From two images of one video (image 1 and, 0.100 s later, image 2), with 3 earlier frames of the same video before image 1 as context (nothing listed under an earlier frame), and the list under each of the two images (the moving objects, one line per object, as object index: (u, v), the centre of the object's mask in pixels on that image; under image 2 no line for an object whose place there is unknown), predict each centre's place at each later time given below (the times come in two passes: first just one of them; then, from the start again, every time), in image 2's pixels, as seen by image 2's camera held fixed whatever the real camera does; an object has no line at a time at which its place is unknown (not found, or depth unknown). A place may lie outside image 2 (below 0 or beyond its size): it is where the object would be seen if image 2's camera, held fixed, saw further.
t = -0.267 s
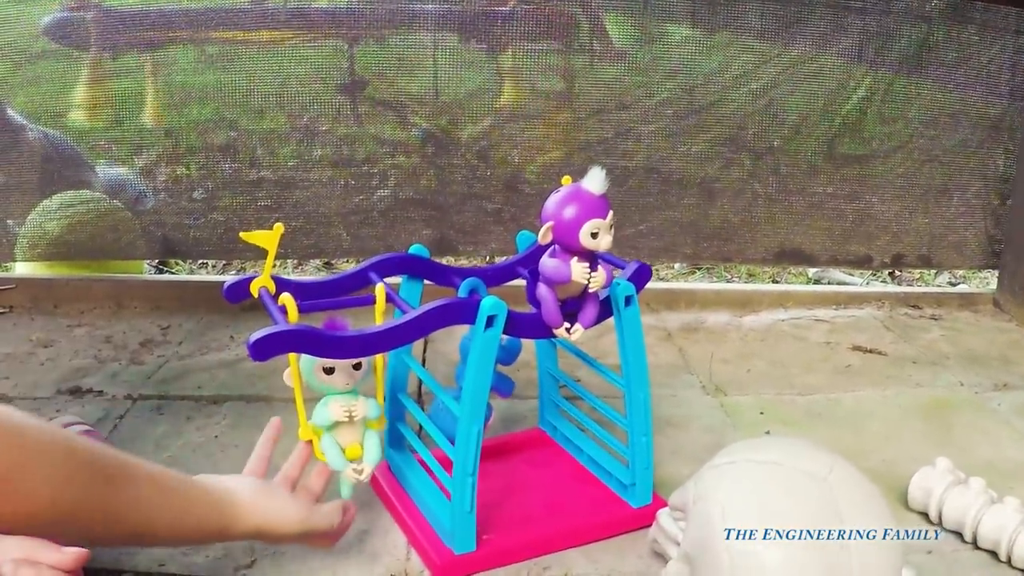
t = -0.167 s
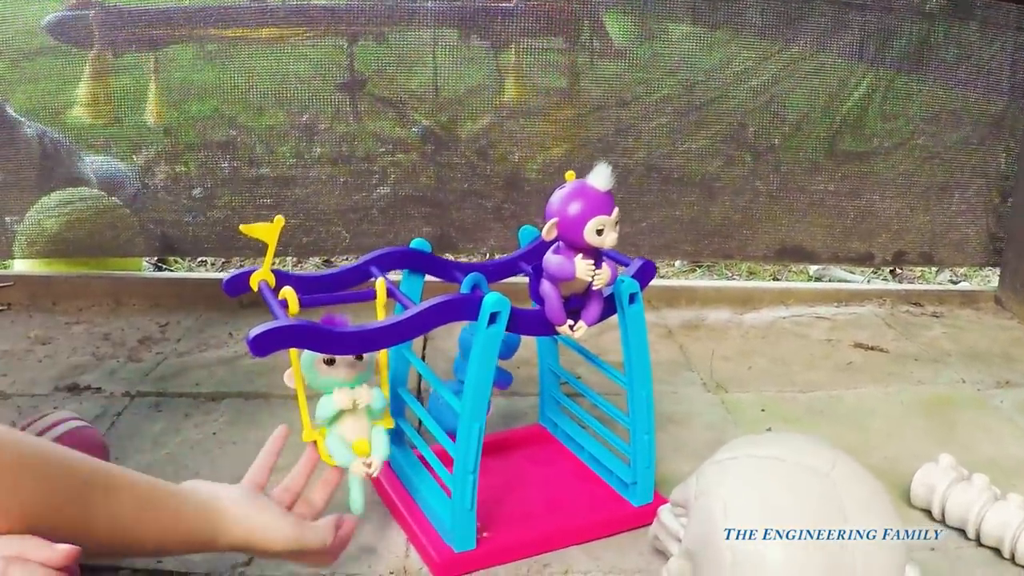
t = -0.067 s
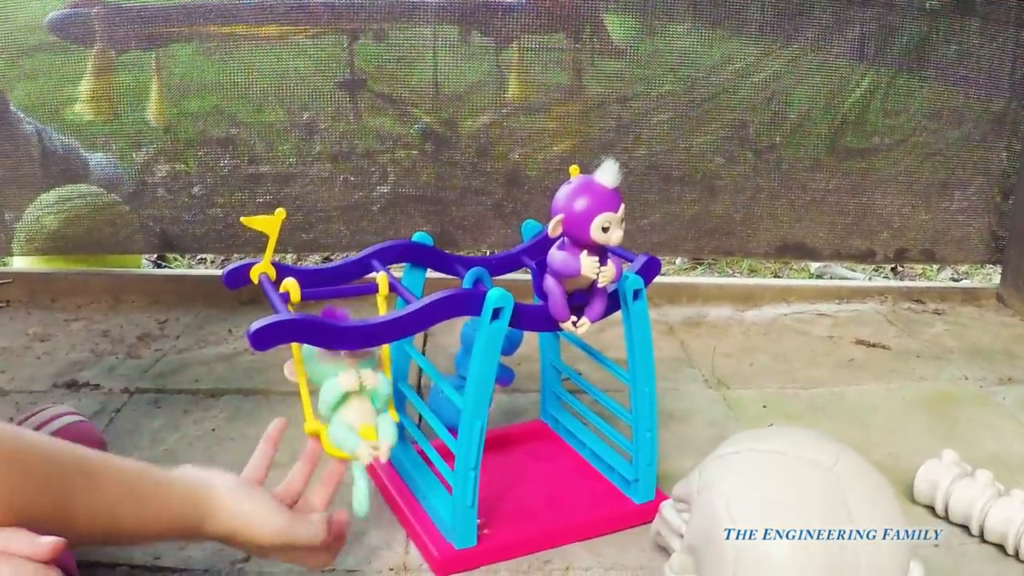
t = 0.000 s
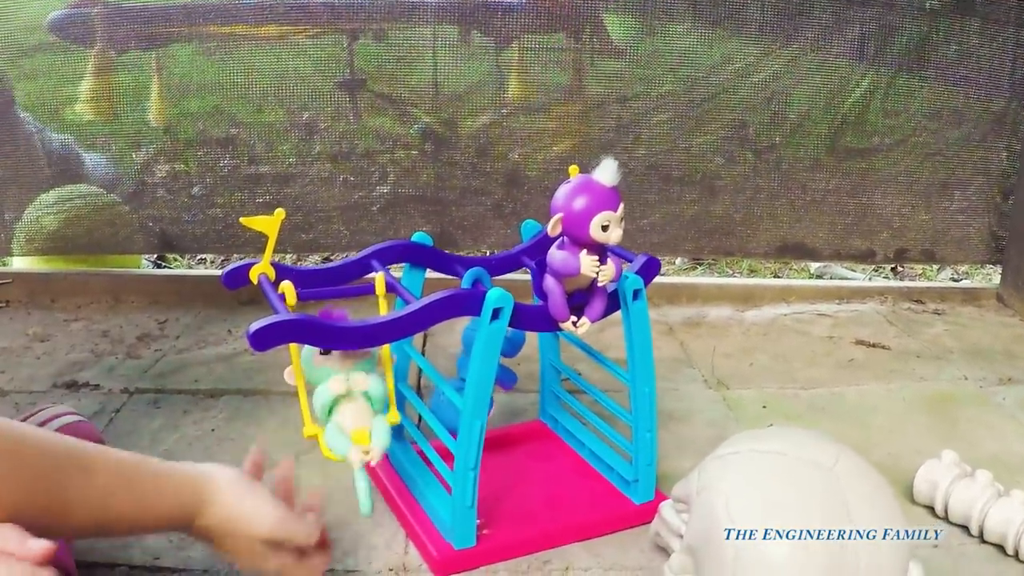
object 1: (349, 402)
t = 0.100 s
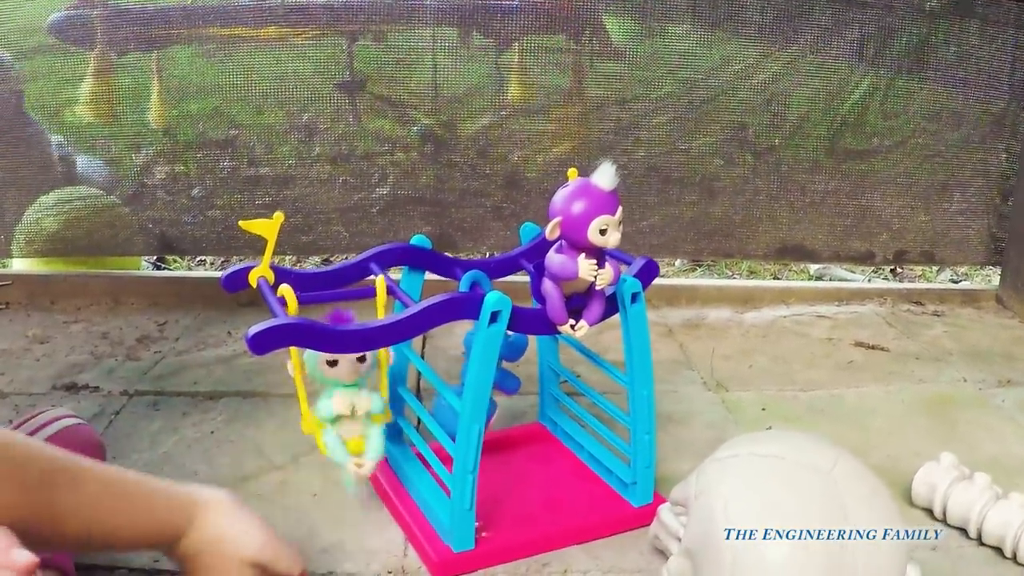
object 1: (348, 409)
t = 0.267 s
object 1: (327, 375)
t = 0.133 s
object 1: (343, 405)
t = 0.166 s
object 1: (338, 400)
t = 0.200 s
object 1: (333, 393)
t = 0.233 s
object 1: (329, 388)
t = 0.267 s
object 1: (327, 375)
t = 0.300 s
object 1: (326, 389)
